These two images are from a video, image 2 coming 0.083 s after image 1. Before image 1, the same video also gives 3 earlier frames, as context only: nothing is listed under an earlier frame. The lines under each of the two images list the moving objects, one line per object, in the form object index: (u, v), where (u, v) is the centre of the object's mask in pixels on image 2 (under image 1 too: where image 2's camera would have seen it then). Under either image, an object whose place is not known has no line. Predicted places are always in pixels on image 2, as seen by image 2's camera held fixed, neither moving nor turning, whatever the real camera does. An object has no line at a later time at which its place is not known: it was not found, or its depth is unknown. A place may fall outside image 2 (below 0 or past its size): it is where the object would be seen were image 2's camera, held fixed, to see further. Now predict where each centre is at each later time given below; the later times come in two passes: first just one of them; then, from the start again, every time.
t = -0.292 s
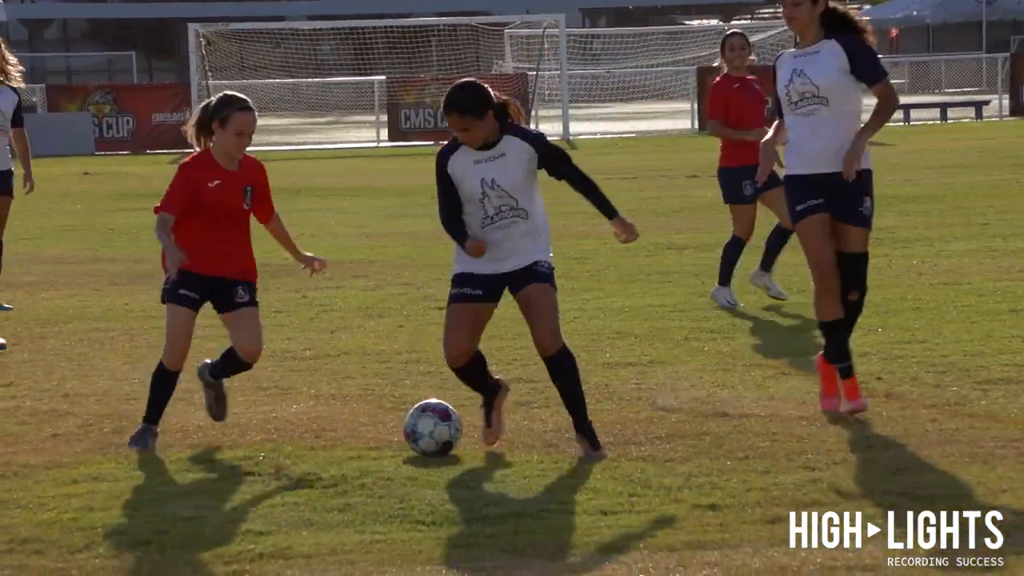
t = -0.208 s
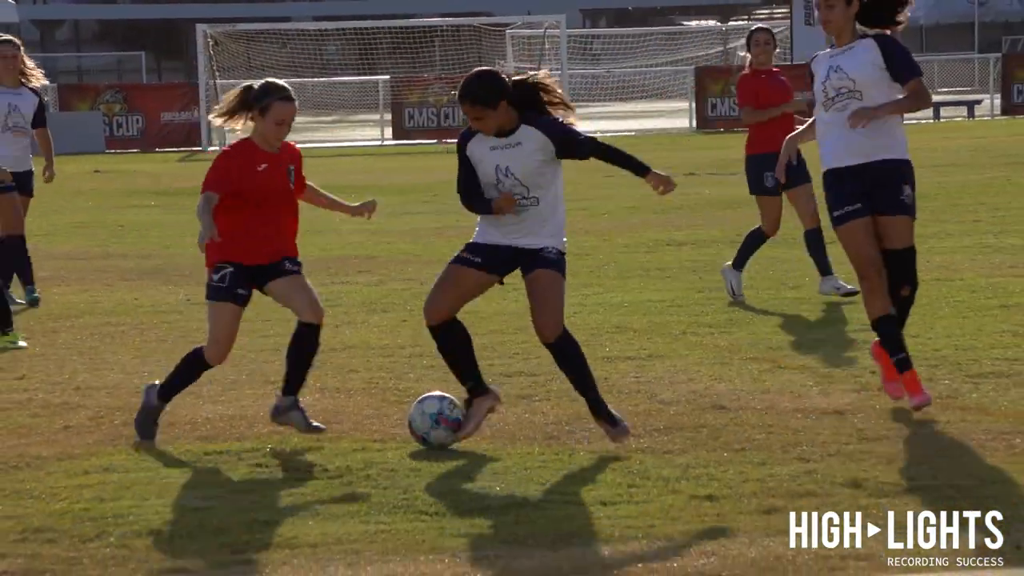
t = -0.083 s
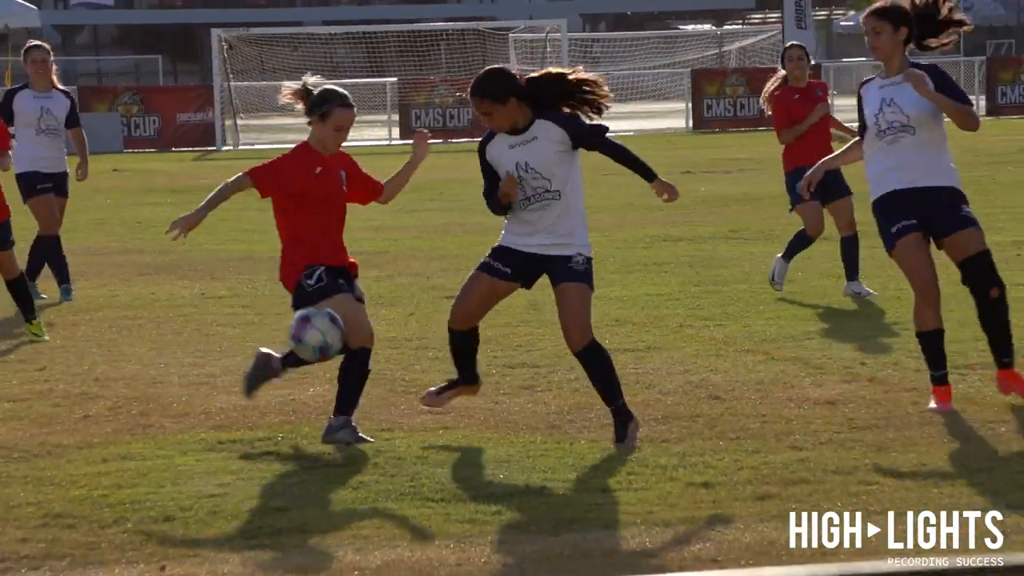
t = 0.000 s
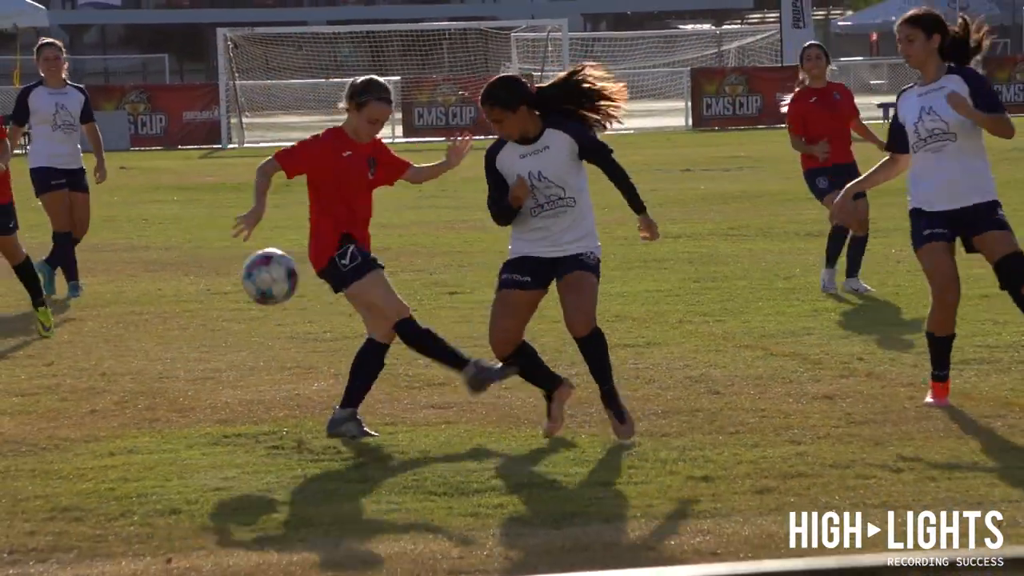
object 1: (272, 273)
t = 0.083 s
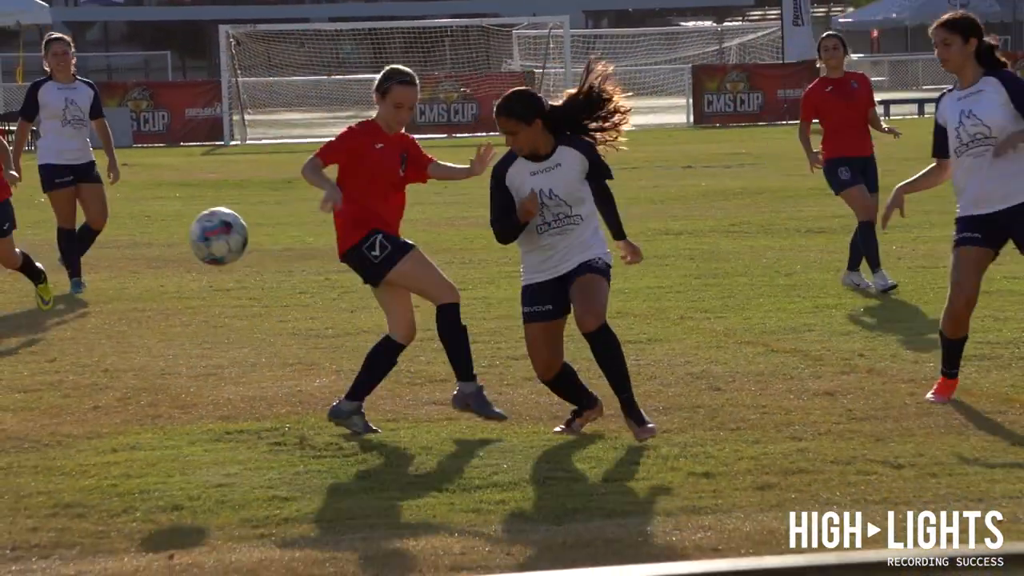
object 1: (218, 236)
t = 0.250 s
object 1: (107, 218)
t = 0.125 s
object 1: (191, 225)
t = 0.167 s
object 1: (164, 218)
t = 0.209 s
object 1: (137, 216)
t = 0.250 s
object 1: (107, 218)
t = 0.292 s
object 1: (75, 226)
